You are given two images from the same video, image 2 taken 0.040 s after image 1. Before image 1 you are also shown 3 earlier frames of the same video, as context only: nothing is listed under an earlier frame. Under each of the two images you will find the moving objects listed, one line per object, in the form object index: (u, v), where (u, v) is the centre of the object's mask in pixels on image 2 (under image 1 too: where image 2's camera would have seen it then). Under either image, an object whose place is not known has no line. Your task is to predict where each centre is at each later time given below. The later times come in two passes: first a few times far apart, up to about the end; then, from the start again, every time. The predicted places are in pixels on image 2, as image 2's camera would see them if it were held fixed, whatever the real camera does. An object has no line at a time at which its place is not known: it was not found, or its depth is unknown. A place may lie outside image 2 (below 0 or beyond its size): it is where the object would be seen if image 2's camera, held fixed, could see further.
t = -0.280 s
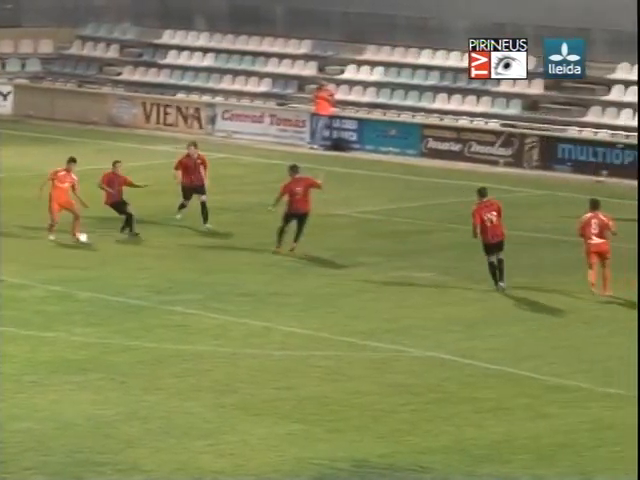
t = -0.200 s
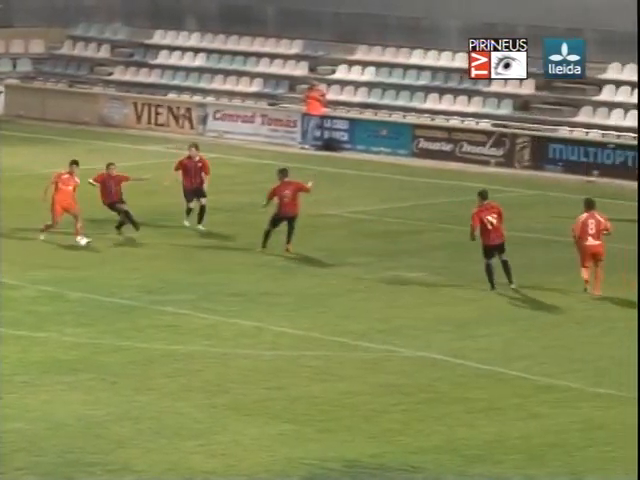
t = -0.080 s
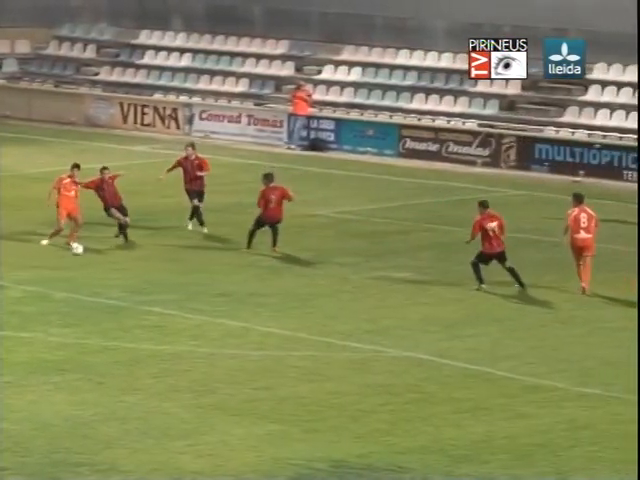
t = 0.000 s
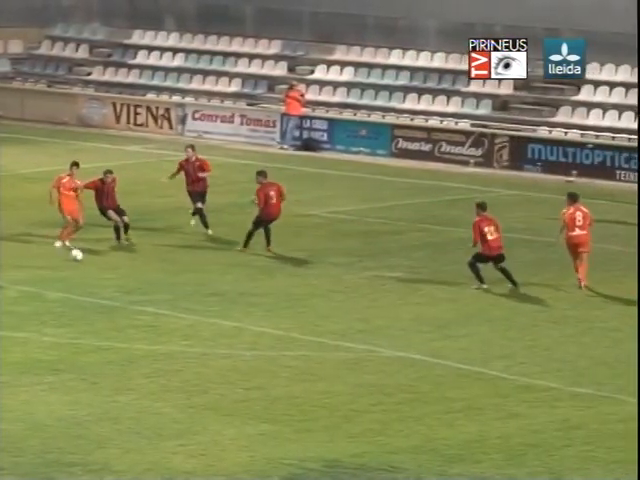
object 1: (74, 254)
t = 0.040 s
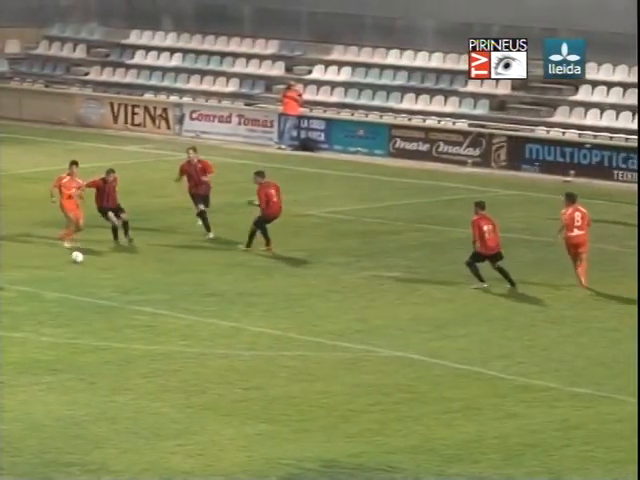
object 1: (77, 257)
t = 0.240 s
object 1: (90, 270)
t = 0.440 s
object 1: (102, 283)
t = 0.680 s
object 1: (114, 295)
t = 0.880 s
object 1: (122, 303)
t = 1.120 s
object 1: (132, 315)
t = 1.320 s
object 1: (141, 326)
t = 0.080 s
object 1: (79, 259)
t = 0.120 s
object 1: (83, 262)
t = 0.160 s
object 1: (86, 265)
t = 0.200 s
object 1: (88, 267)
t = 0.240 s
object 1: (90, 270)
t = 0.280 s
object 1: (92, 273)
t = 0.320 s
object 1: (95, 275)
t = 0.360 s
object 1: (98, 277)
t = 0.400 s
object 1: (100, 280)
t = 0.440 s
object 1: (102, 283)
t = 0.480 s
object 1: (104, 284)
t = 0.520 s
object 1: (106, 286)
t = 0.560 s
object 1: (108, 288)
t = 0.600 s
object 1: (111, 291)
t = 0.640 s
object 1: (112, 293)
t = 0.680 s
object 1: (114, 295)
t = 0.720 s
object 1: (116, 297)
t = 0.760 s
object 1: (117, 299)
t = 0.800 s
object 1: (119, 301)
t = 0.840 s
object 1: (121, 302)
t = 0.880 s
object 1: (122, 303)
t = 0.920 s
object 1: (125, 305)
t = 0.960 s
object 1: (127, 308)
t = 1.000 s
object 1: (128, 310)
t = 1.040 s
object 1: (129, 311)
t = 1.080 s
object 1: (131, 313)
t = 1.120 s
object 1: (132, 315)
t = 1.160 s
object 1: (135, 318)
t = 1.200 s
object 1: (136, 319)
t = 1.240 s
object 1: (138, 321)
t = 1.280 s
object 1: (140, 324)
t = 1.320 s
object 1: (141, 326)
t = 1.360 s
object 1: (142, 326)
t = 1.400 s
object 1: (143, 326)
